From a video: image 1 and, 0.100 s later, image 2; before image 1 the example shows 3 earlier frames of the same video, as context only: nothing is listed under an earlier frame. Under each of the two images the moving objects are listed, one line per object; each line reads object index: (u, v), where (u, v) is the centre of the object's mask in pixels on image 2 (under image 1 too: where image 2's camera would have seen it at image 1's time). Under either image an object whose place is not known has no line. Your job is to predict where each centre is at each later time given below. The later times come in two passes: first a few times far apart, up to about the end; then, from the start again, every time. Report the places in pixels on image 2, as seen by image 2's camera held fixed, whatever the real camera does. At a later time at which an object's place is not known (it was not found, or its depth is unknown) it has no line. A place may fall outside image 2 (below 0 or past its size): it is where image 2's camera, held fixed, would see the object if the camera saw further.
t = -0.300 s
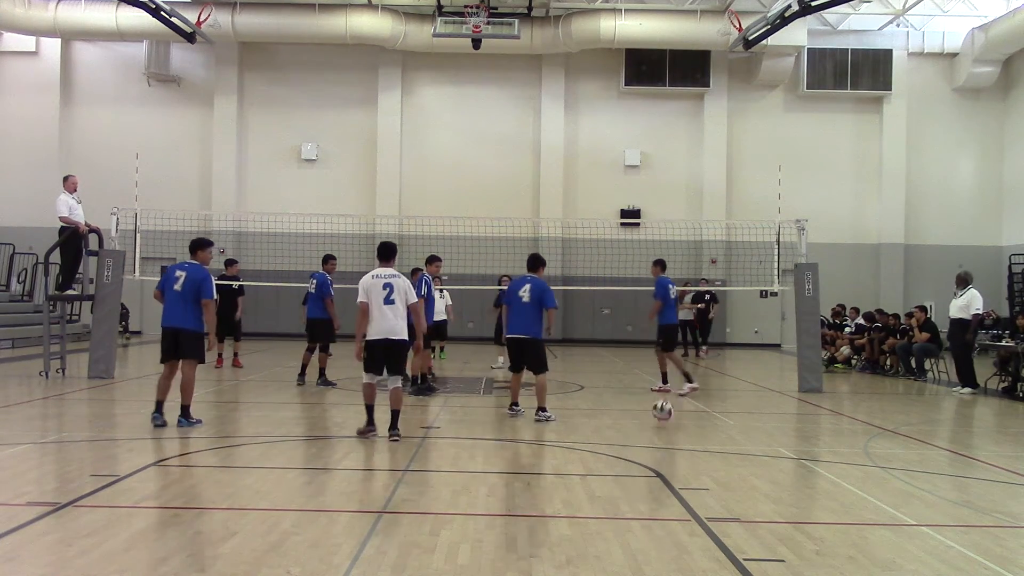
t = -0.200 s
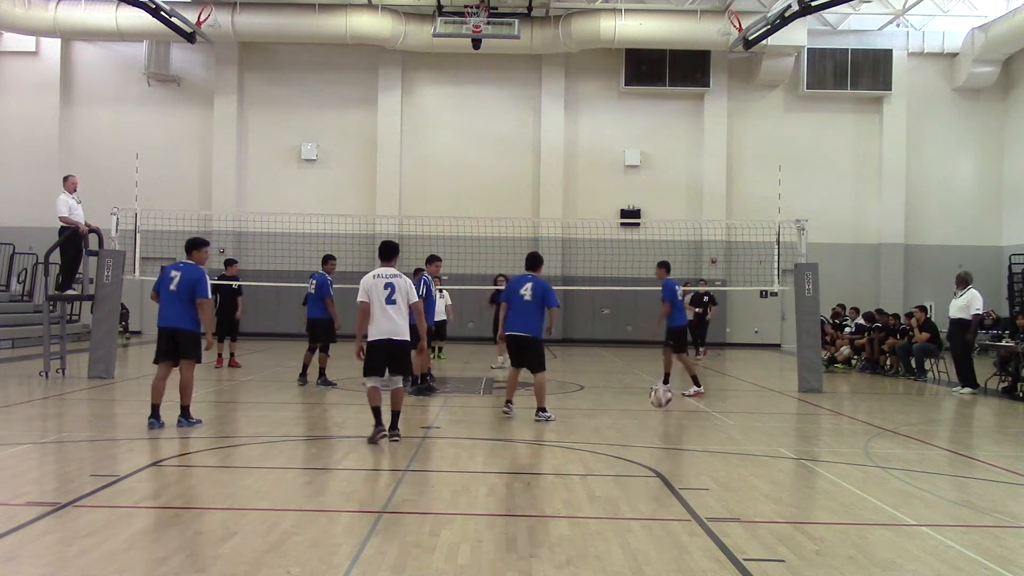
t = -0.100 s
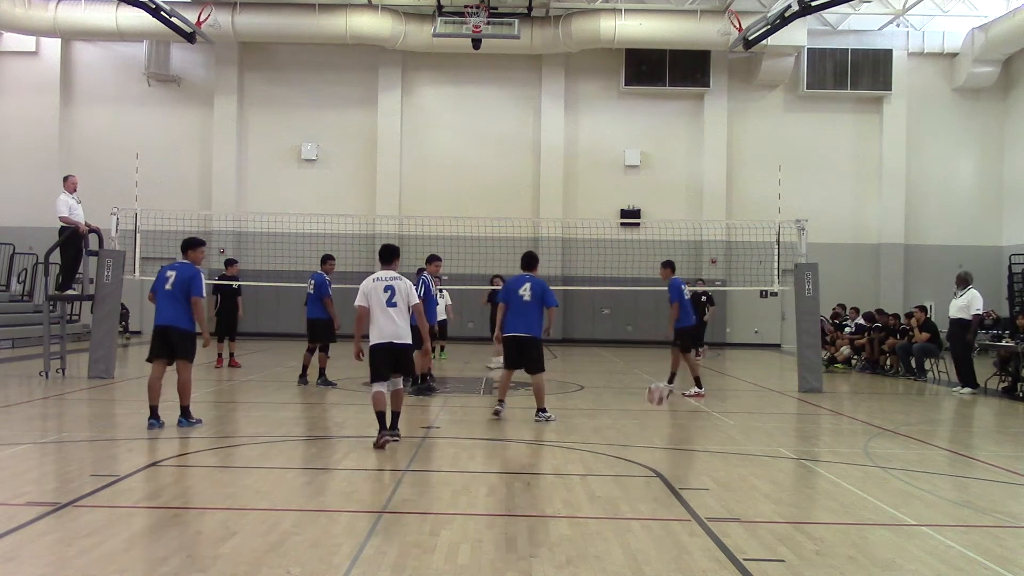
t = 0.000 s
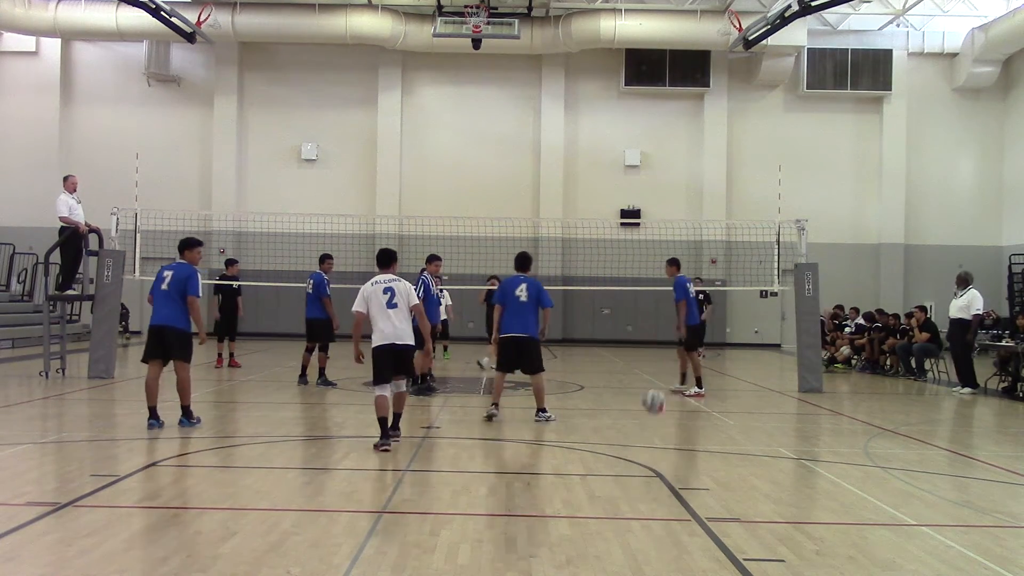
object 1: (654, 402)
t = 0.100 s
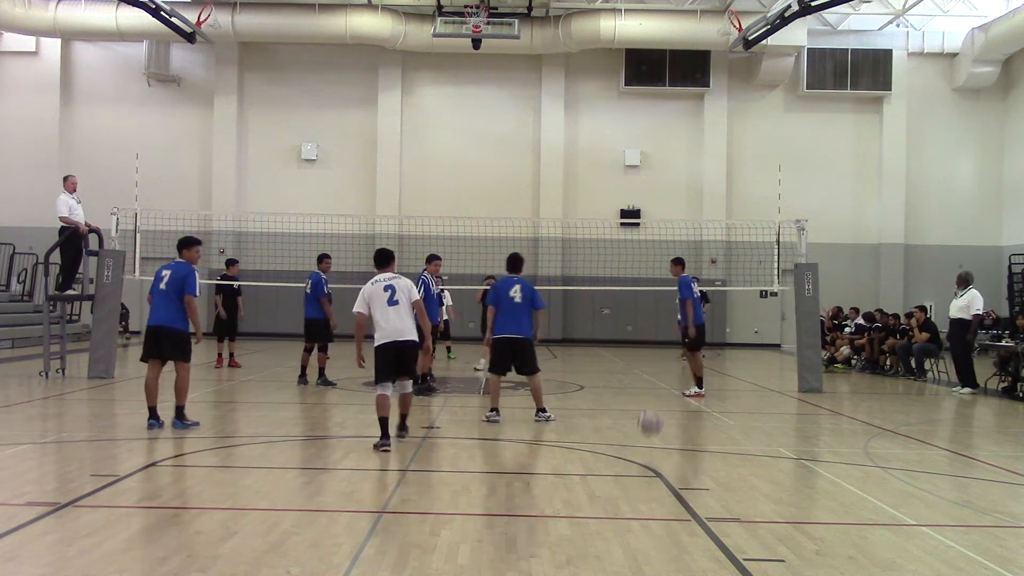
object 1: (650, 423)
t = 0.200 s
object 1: (646, 435)
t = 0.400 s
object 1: (639, 429)
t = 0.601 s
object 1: (629, 472)
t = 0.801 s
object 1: (620, 469)
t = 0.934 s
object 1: (611, 504)
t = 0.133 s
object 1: (648, 432)
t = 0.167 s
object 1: (647, 440)
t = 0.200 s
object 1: (646, 435)
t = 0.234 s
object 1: (645, 431)
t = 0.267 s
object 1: (644, 428)
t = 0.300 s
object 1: (642, 425)
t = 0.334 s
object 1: (641, 425)
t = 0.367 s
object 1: (641, 426)
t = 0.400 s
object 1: (639, 429)
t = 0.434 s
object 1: (637, 432)
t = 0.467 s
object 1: (636, 438)
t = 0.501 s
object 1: (634, 446)
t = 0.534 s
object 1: (633, 456)
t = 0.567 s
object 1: (632, 466)
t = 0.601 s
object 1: (629, 472)
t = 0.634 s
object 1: (628, 468)
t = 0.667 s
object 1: (626, 465)
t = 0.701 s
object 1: (625, 463)
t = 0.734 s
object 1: (623, 463)
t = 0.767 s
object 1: (621, 465)
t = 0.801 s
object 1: (620, 469)
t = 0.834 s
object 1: (618, 474)
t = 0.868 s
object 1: (616, 483)
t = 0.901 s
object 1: (613, 493)
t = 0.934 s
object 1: (611, 504)
